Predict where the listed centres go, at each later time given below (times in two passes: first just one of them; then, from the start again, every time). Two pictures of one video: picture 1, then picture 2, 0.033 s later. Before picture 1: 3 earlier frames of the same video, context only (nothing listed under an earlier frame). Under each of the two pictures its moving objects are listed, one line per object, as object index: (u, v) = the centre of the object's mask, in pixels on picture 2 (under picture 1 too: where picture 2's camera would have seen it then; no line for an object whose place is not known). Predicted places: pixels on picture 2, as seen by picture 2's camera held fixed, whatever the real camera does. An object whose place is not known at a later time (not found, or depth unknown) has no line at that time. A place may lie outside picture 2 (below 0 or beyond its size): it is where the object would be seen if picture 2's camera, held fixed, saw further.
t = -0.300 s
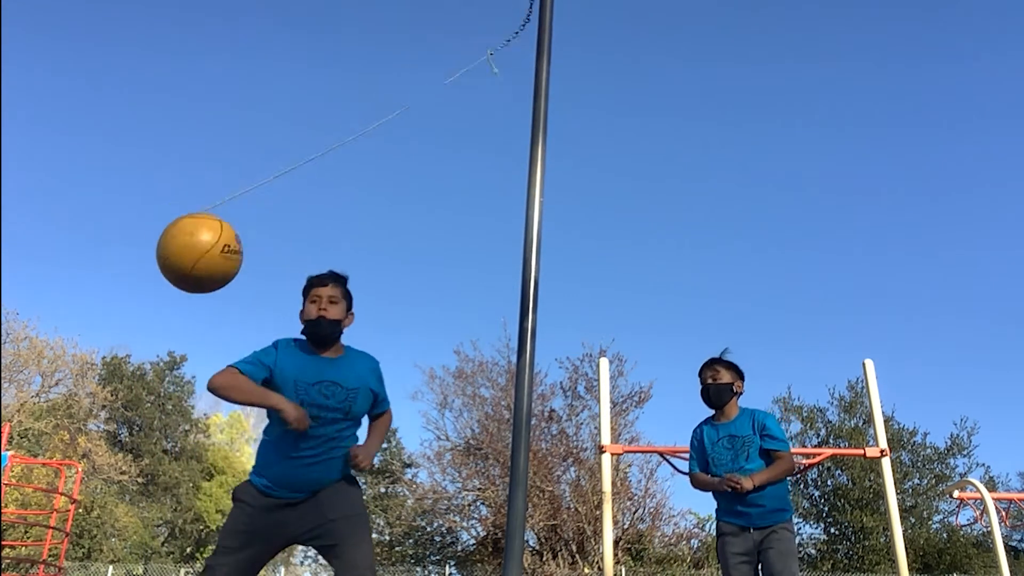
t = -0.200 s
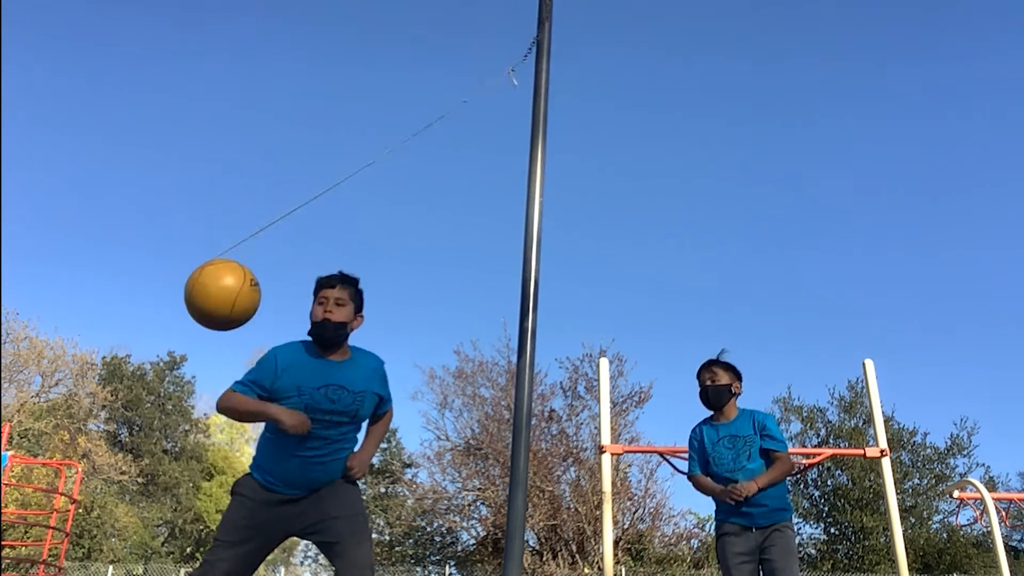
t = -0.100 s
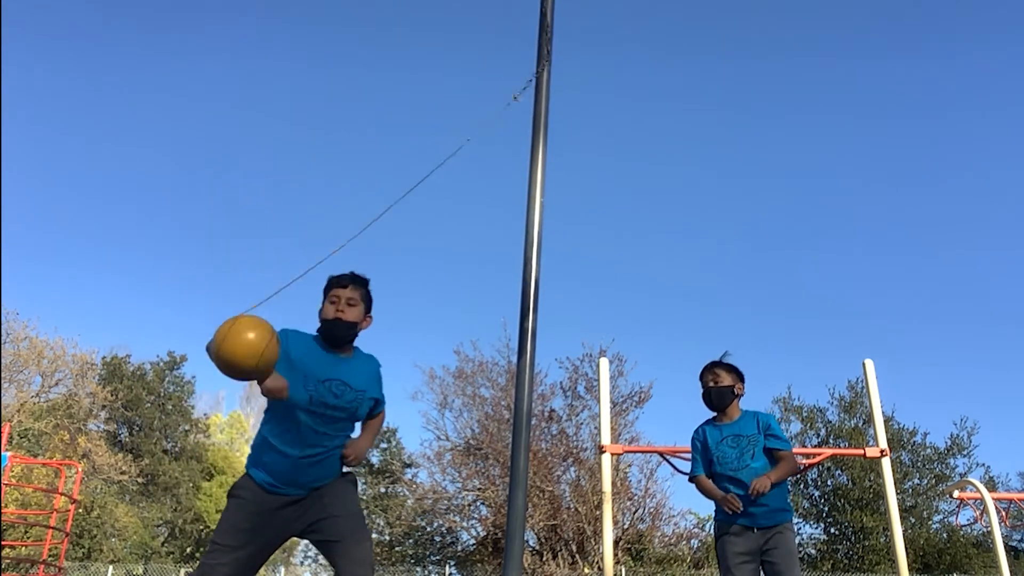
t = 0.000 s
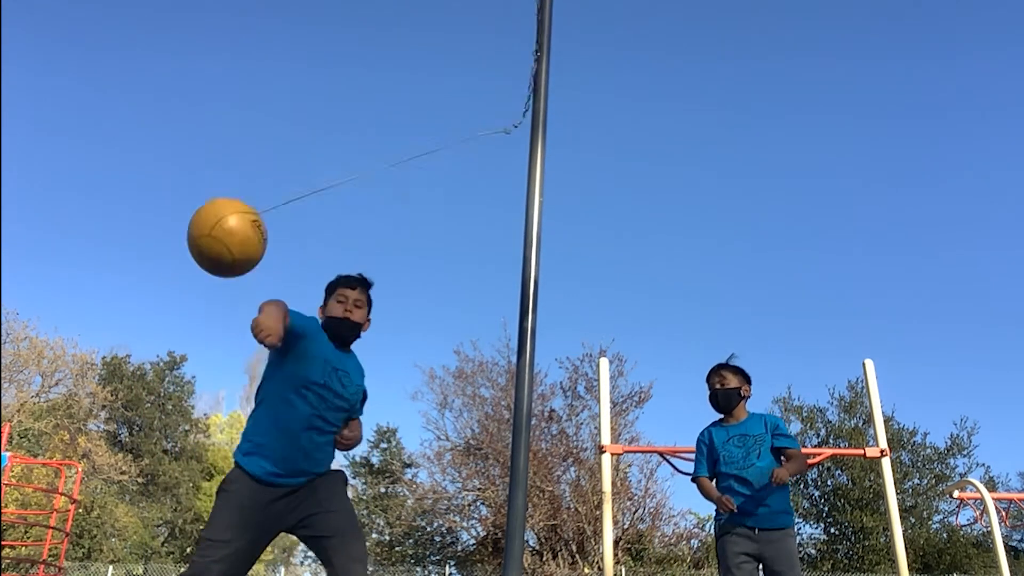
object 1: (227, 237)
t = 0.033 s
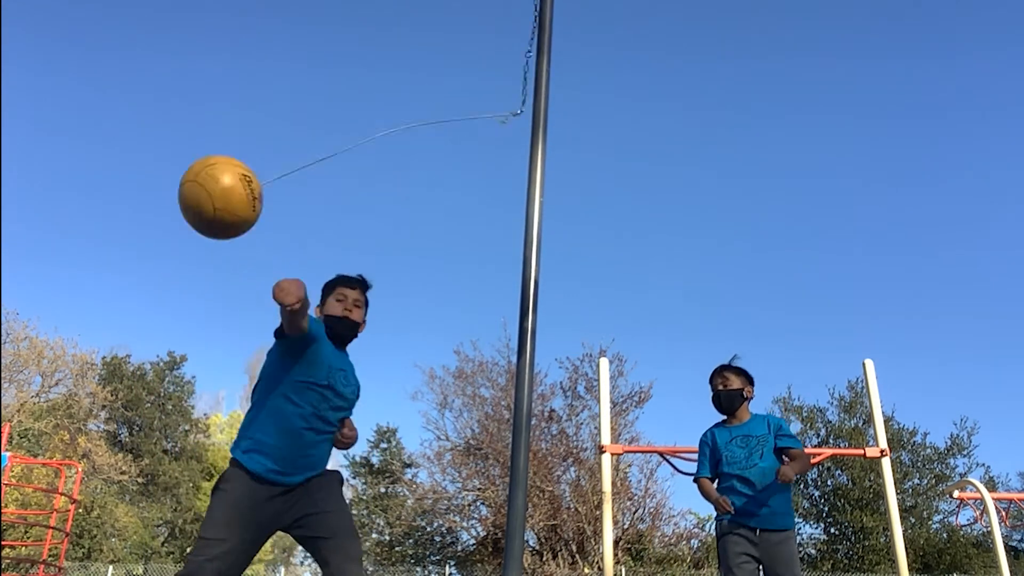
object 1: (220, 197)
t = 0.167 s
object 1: (232, 41)
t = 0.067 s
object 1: (215, 156)
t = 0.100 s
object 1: (214, 116)
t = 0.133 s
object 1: (220, 76)
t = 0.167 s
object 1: (232, 41)
